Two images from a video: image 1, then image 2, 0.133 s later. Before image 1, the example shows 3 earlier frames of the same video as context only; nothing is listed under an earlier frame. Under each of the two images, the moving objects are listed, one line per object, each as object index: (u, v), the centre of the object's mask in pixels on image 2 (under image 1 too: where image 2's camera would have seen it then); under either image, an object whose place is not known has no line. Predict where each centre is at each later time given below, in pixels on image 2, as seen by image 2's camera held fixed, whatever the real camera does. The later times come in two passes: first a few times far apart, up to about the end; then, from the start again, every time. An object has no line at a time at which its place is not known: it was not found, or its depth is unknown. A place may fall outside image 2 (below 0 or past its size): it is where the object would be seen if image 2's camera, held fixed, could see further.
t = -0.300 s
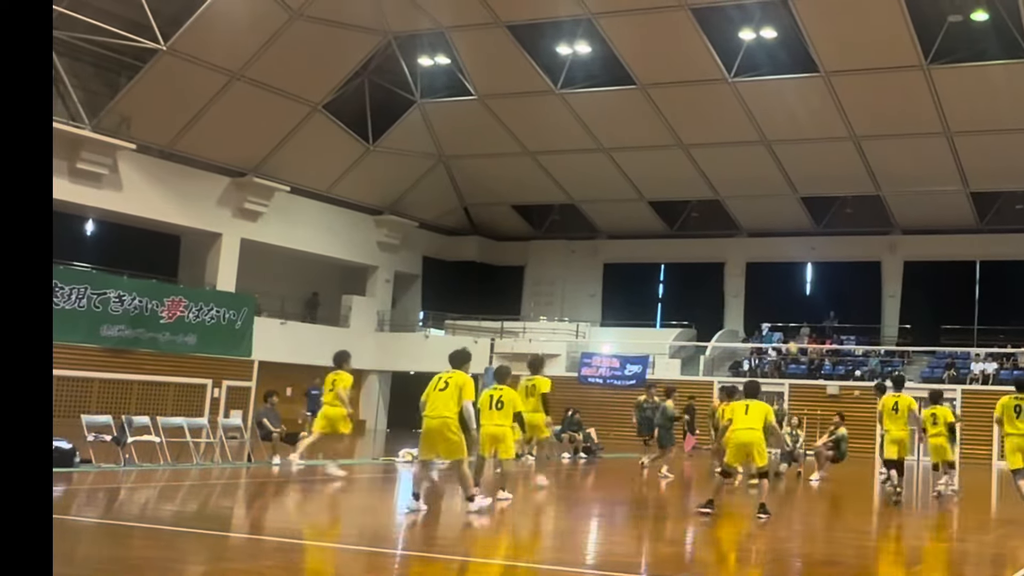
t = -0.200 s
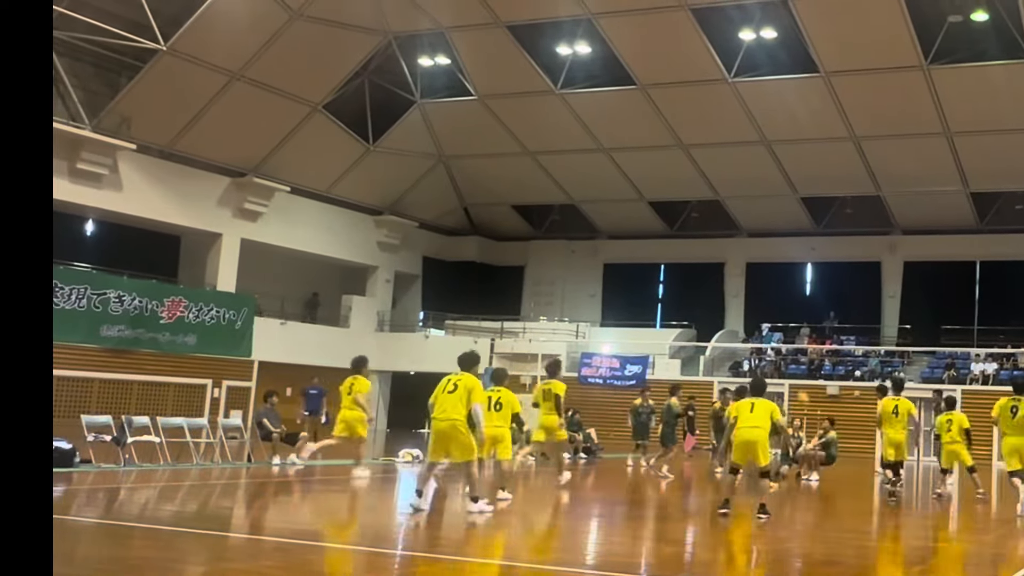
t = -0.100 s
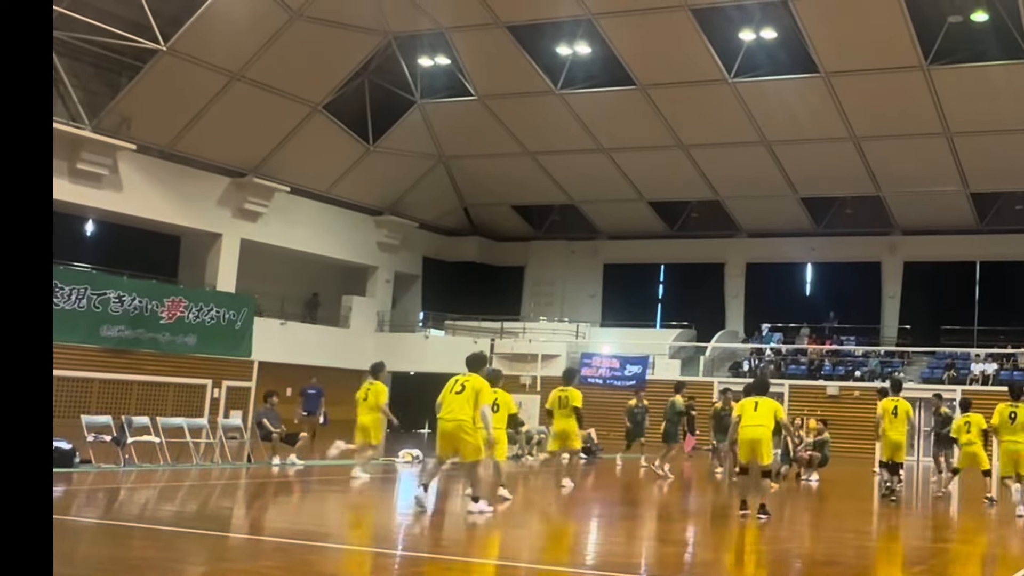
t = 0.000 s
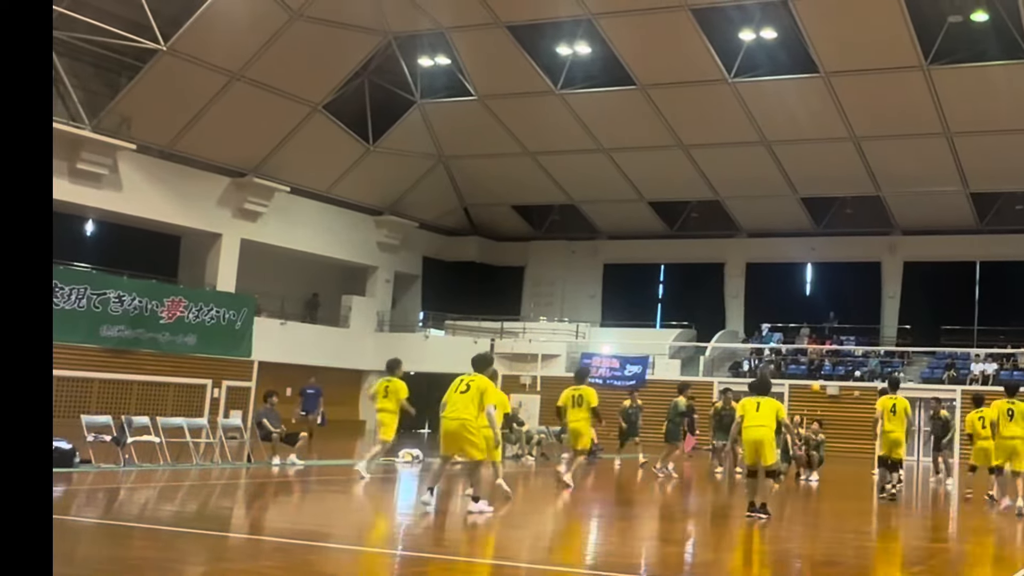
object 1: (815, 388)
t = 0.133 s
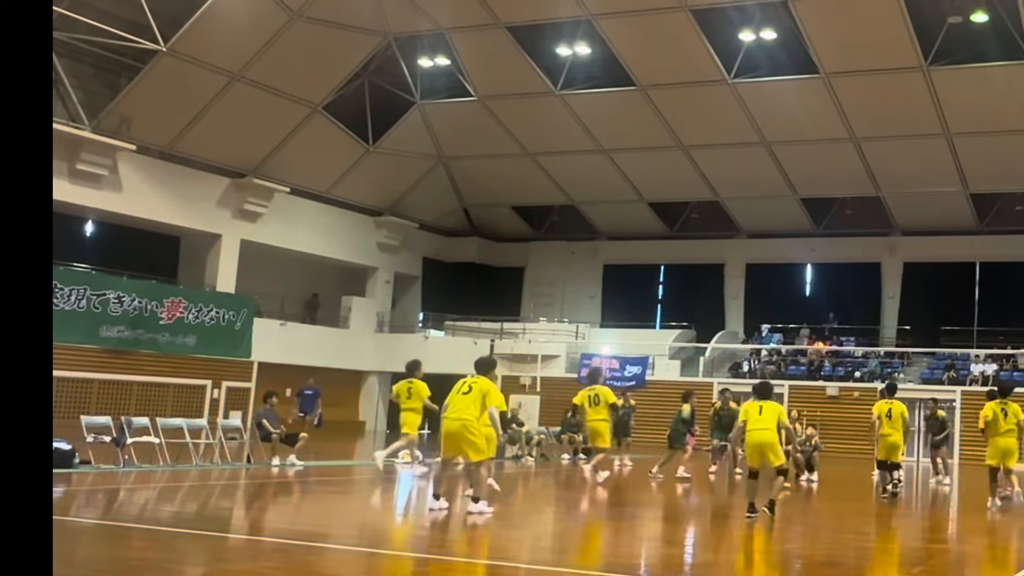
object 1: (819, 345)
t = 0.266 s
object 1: (822, 317)
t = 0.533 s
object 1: (828, 282)
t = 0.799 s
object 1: (833, 284)
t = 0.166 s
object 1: (820, 338)
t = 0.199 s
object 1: (822, 331)
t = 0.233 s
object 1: (822, 323)
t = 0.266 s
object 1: (822, 317)
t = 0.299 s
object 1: (823, 310)
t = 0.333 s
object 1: (824, 305)
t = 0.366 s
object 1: (825, 299)
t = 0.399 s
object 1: (825, 295)
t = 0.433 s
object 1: (826, 291)
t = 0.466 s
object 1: (827, 287)
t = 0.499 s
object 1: (828, 284)
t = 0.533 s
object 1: (828, 282)
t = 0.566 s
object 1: (829, 280)
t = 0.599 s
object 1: (829, 279)
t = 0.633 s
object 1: (830, 279)
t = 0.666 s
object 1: (831, 278)
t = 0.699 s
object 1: (831, 279)
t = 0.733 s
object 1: (832, 280)
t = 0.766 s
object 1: (832, 281)
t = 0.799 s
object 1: (833, 284)
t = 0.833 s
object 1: (833, 286)
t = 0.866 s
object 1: (834, 290)
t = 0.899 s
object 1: (834, 294)
